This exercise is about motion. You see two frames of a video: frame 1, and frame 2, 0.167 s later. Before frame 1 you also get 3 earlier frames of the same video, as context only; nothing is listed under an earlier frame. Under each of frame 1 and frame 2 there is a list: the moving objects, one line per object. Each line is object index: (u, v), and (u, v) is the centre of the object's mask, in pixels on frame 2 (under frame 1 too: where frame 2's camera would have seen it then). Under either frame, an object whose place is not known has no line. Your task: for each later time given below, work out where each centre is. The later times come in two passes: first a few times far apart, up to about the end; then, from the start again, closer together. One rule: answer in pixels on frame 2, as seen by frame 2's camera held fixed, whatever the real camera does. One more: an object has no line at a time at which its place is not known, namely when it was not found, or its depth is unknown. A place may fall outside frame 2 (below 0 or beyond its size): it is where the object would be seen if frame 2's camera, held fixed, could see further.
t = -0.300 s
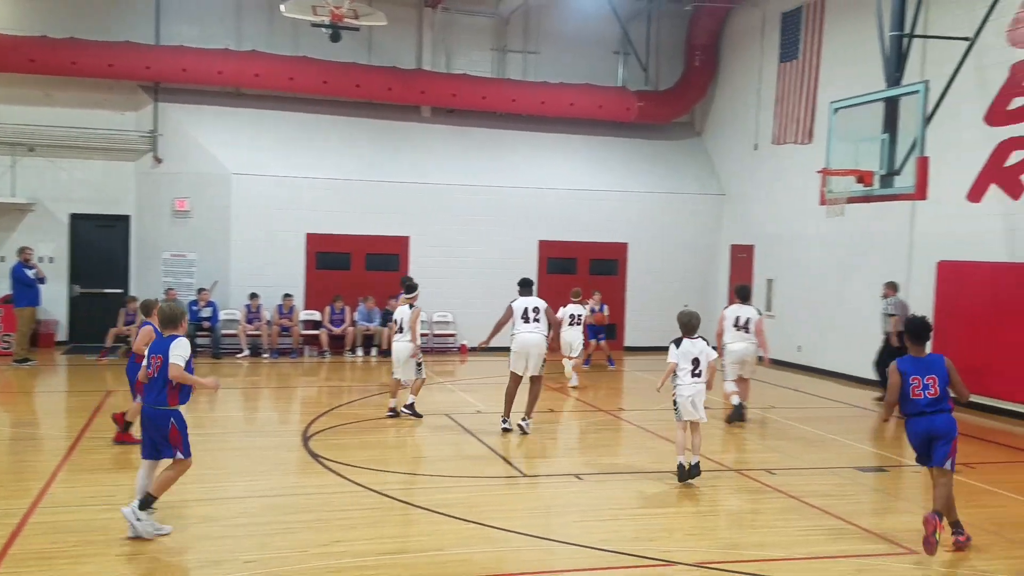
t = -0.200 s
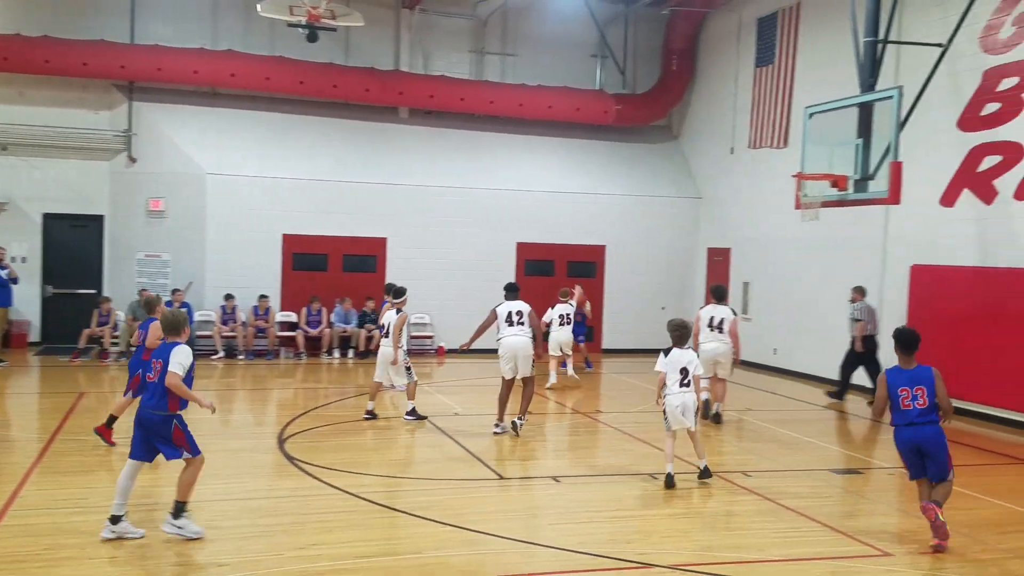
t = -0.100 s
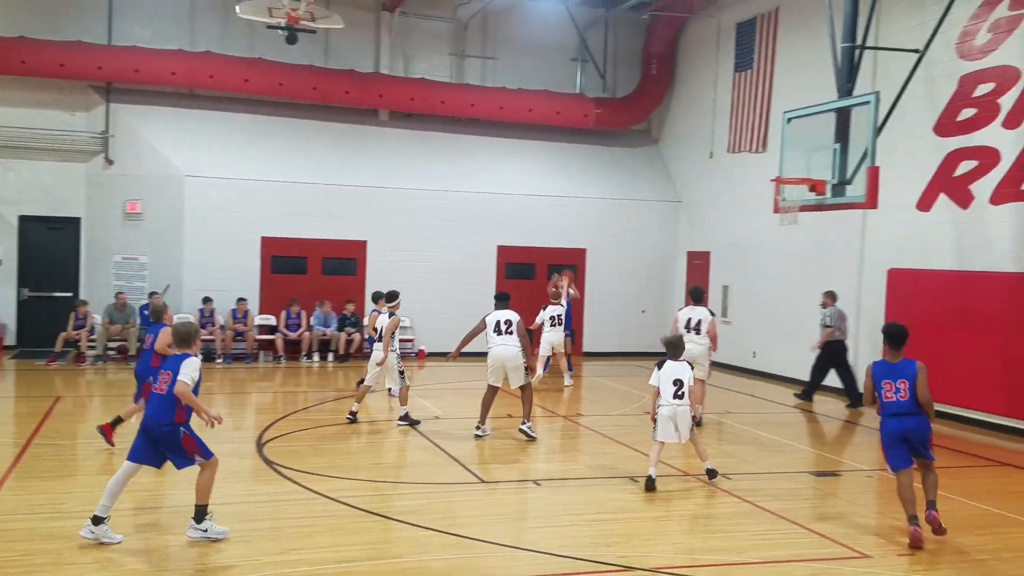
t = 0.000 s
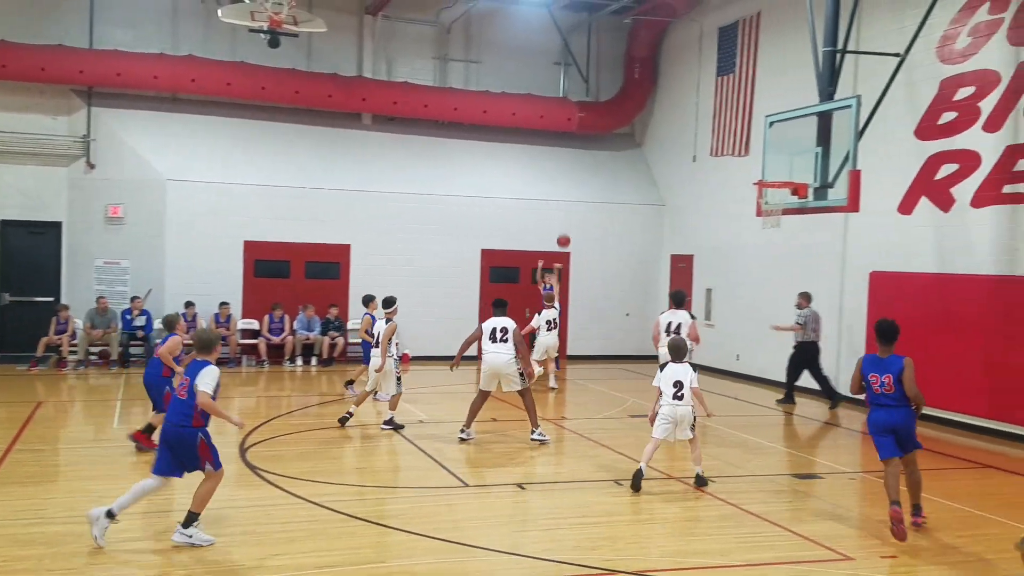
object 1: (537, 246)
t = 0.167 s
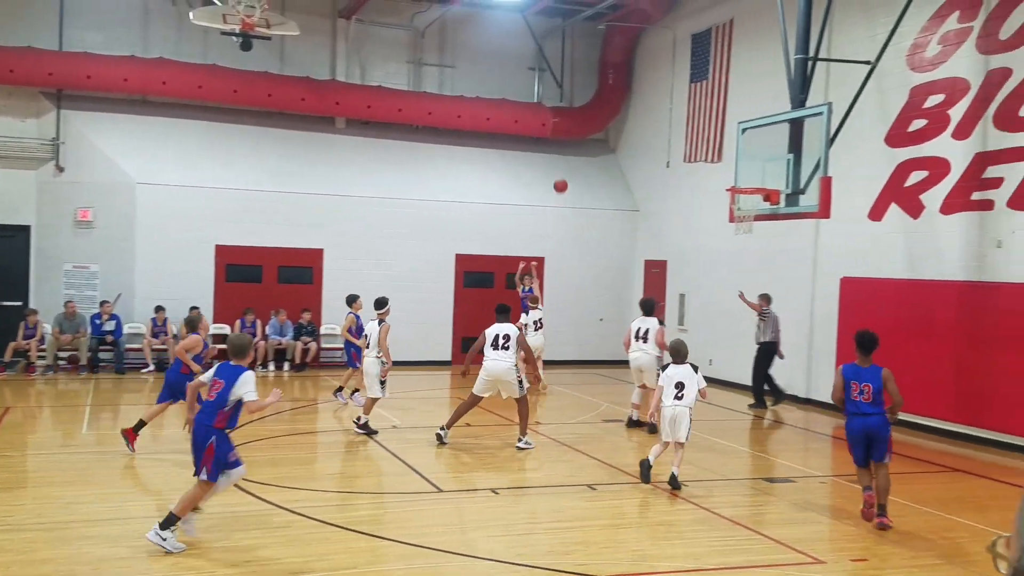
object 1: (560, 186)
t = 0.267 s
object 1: (575, 154)
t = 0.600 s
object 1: (627, 88)
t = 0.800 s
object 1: (660, 80)
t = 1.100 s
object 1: (715, 130)
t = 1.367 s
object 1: (766, 208)
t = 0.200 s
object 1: (565, 175)
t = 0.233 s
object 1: (570, 165)
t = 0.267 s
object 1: (575, 154)
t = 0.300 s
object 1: (580, 146)
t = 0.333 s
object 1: (585, 136)
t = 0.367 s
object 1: (589, 128)
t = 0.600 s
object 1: (627, 88)
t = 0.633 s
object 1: (632, 85)
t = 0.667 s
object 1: (637, 82)
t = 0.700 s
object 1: (643, 80)
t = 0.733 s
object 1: (649, 79)
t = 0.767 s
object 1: (654, 80)
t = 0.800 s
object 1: (660, 80)
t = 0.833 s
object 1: (667, 82)
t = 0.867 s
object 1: (673, 85)
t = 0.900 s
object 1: (679, 88)
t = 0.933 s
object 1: (685, 93)
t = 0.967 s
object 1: (691, 98)
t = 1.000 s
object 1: (697, 105)
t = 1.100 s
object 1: (715, 130)
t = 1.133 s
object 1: (722, 141)
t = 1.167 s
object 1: (728, 153)
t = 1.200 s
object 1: (735, 166)
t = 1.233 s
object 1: (741, 180)
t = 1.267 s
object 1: (749, 188)
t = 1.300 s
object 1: (757, 204)
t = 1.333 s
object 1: (762, 208)
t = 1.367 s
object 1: (766, 208)
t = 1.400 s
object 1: (768, 208)
